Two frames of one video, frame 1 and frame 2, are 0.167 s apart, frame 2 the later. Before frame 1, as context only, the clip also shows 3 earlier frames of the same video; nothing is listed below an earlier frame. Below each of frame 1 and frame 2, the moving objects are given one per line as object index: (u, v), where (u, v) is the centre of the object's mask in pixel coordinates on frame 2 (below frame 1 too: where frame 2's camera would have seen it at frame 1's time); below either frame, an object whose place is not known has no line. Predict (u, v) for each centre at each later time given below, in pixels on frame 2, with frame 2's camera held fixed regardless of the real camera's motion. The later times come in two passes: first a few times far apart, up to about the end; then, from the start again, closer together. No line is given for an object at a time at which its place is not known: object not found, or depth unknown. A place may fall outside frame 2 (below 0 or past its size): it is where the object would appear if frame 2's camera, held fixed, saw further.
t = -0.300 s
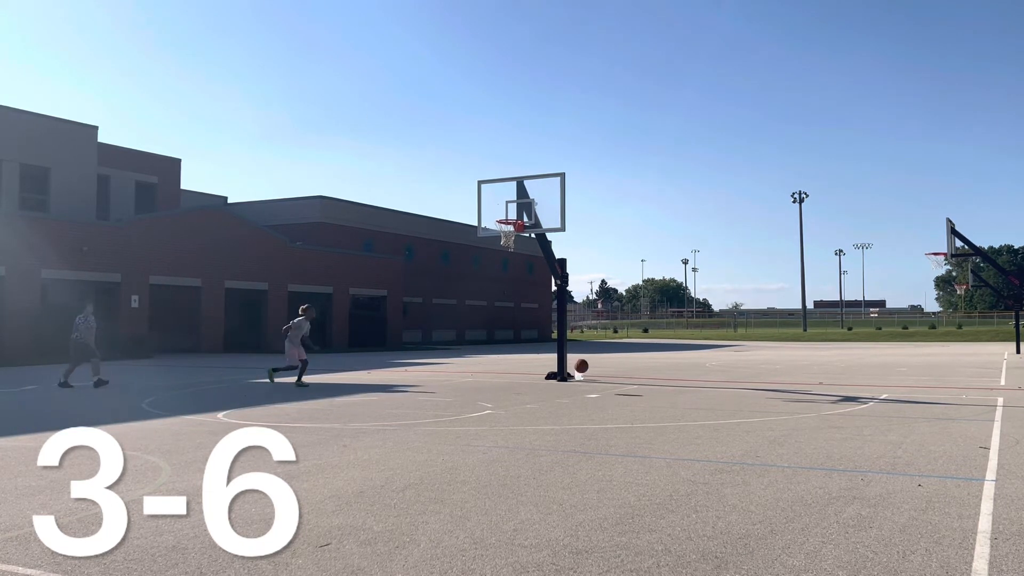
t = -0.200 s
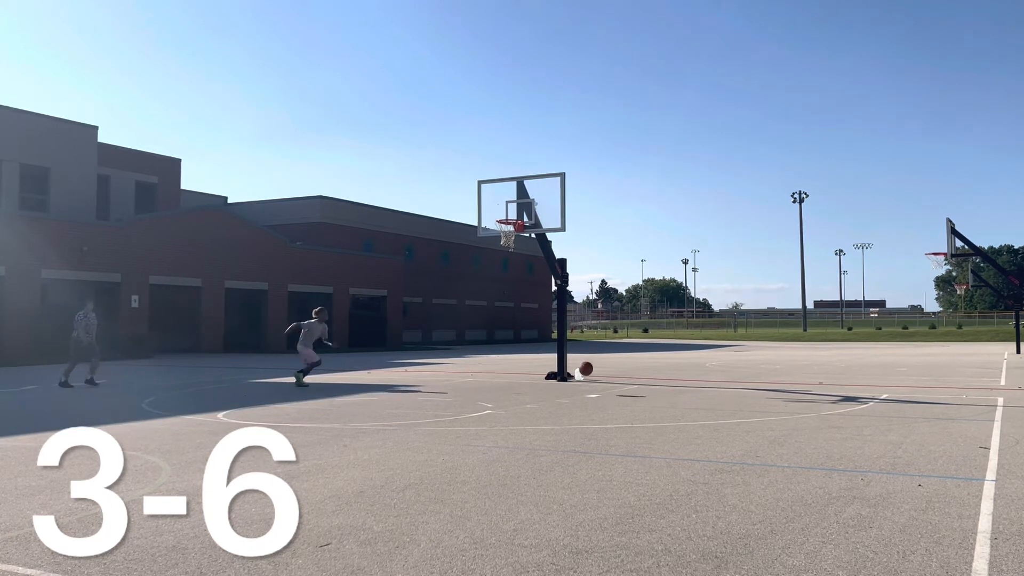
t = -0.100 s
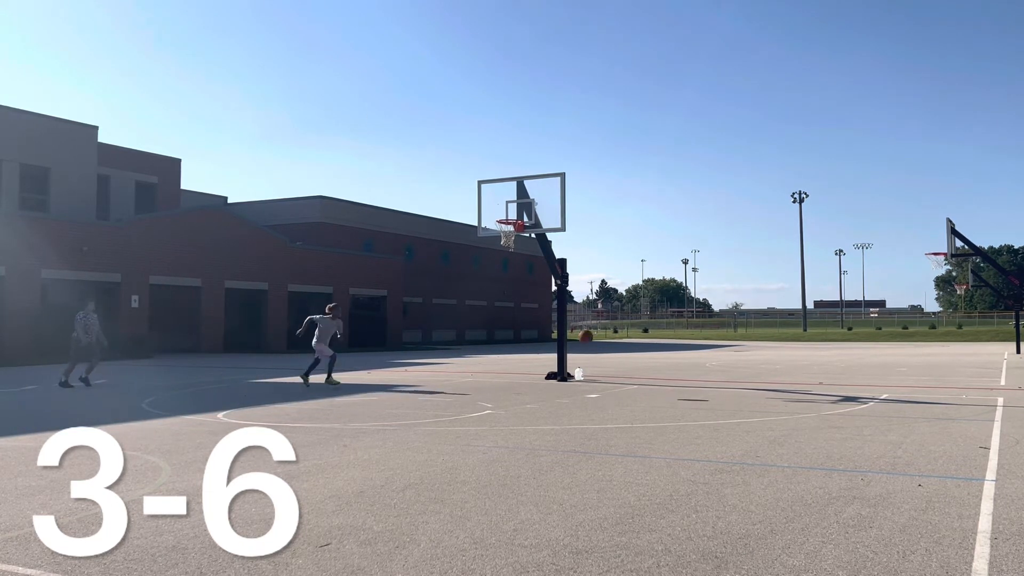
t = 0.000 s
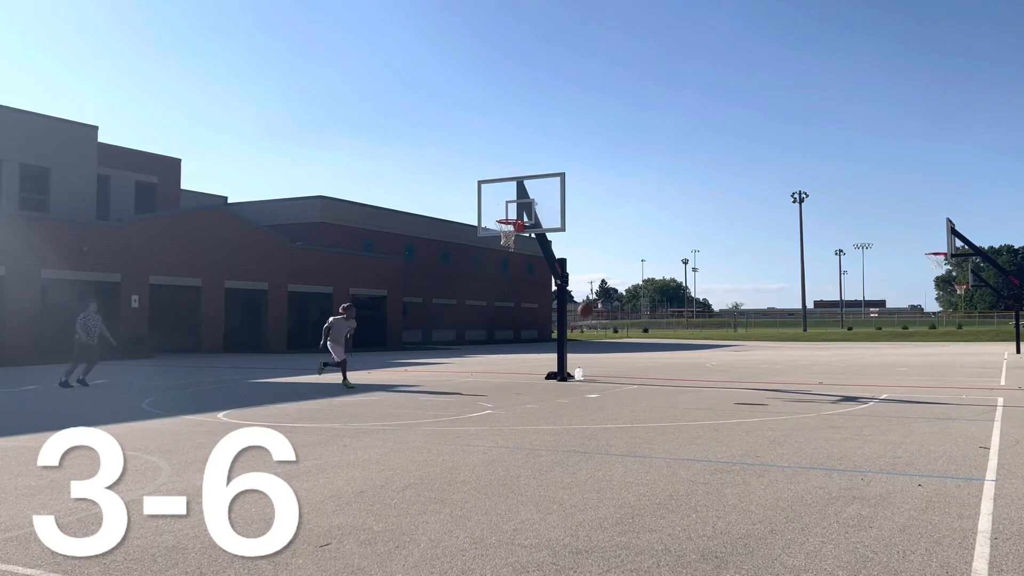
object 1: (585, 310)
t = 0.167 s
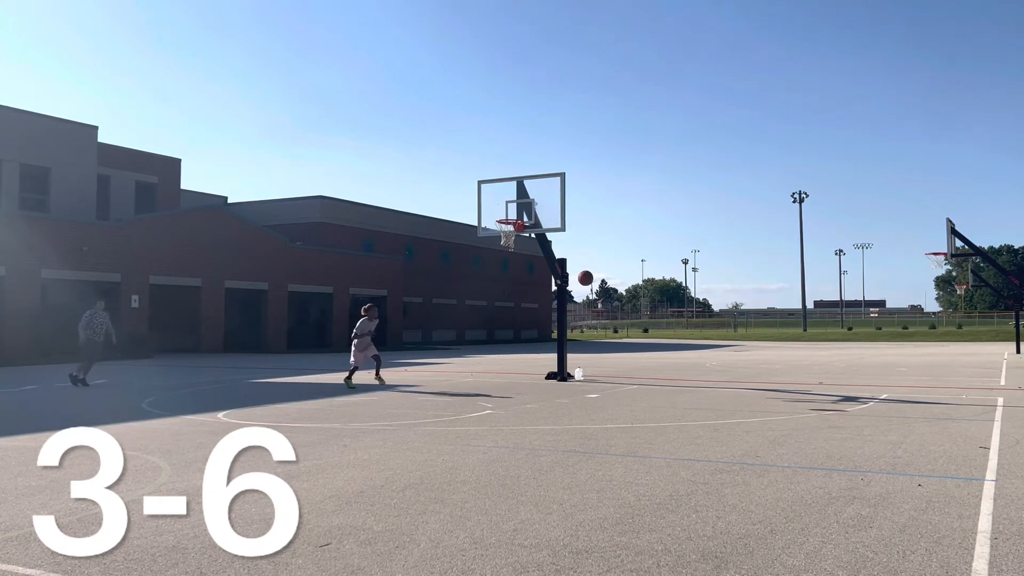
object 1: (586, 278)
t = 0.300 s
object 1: (586, 263)
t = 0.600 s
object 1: (586, 272)
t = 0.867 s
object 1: (587, 334)
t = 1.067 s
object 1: (587, 396)
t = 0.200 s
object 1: (585, 273)
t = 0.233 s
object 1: (585, 269)
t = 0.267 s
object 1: (585, 266)
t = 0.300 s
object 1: (586, 263)
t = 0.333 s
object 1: (585, 261)
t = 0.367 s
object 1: (585, 260)
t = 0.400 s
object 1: (586, 260)
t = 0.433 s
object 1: (586, 260)
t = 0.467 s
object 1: (586, 261)
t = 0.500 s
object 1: (586, 262)
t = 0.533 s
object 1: (586, 265)
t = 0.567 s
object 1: (586, 268)
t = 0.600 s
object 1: (586, 272)
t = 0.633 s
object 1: (586, 276)
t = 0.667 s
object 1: (586, 282)
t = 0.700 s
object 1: (586, 288)
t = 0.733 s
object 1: (586, 296)
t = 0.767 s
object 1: (586, 304)
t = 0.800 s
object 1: (586, 313)
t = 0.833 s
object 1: (586, 324)
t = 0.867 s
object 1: (587, 334)
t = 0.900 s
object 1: (587, 346)
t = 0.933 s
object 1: (587, 359)
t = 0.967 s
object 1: (587, 373)
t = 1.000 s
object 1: (587, 389)
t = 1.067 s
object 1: (587, 396)
